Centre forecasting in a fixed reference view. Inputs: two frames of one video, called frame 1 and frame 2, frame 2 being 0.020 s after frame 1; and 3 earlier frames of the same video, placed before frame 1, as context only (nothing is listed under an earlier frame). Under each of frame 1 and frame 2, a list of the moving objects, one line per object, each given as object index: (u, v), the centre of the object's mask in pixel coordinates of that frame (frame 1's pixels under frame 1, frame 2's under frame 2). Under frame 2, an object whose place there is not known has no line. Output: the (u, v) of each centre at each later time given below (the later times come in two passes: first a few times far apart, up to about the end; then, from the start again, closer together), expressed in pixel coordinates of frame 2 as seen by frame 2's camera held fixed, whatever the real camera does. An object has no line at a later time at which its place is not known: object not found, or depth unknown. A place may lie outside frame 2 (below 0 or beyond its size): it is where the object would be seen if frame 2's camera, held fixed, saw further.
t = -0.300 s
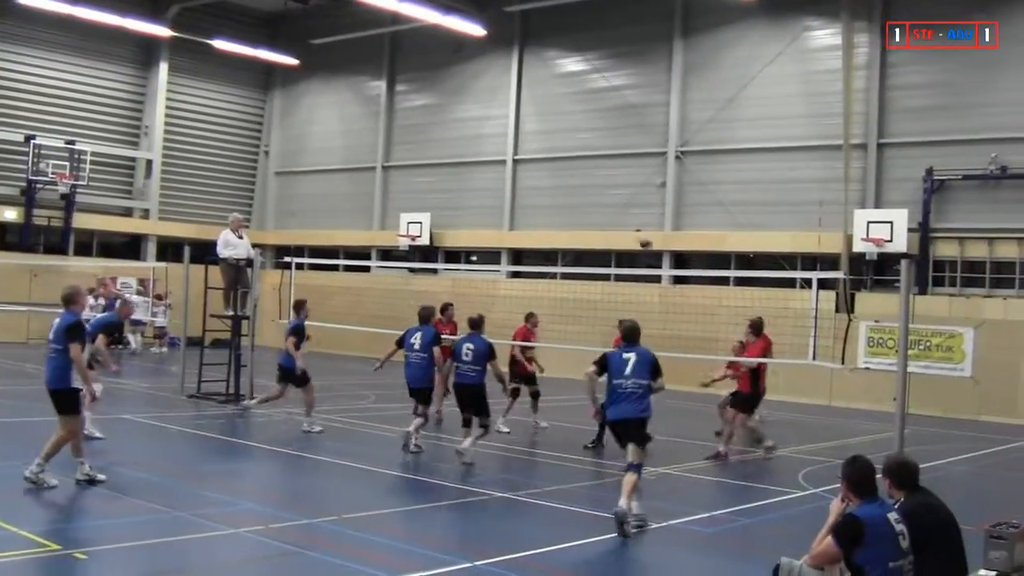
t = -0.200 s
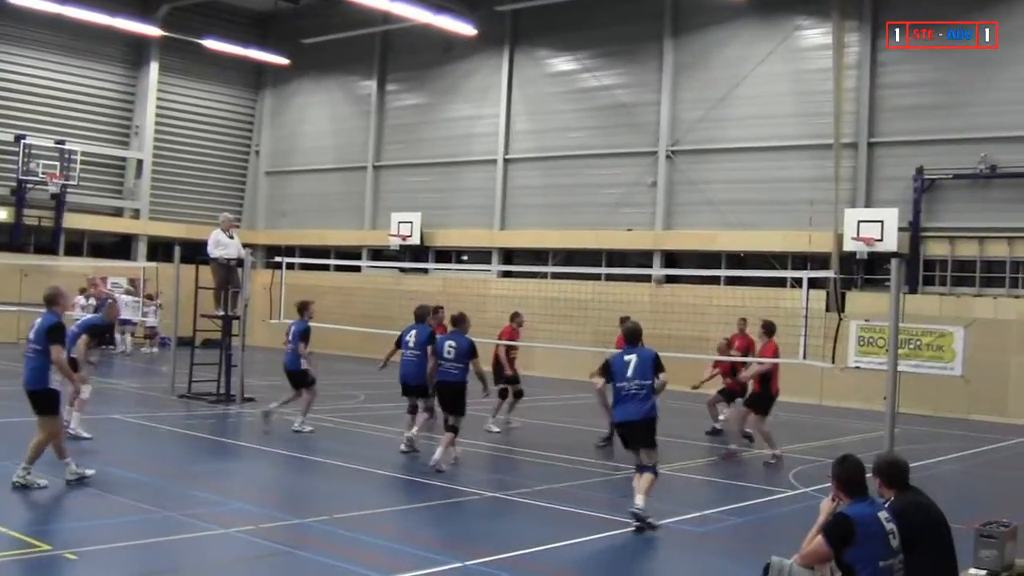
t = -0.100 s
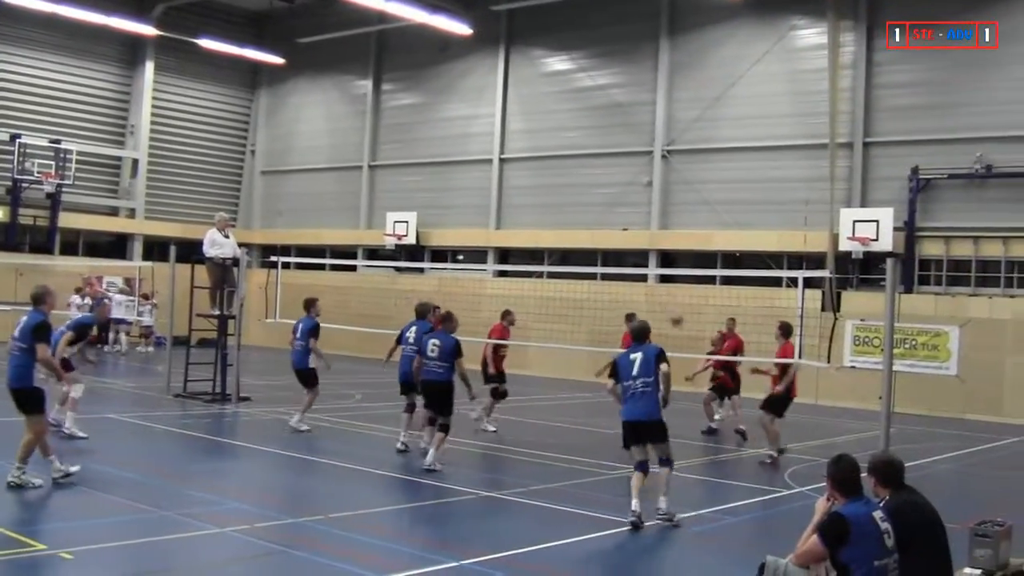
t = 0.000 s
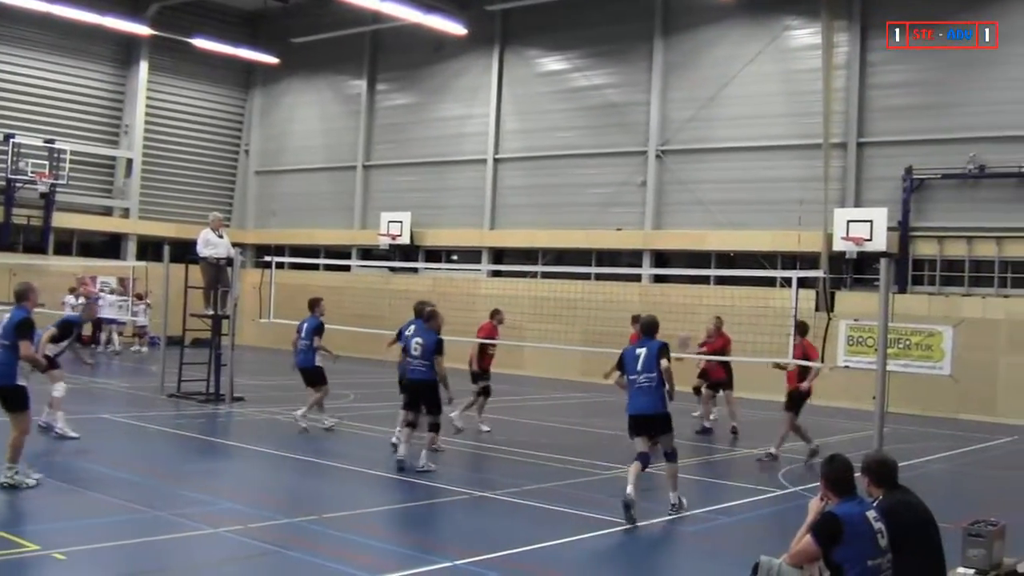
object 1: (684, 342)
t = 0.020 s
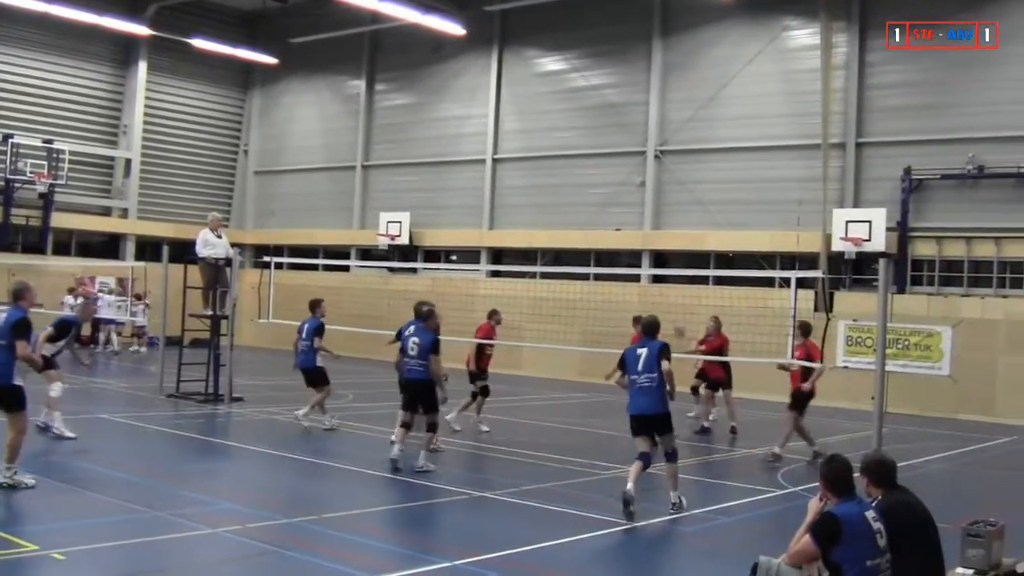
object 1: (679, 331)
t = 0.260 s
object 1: (653, 222)
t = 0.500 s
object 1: (628, 149)
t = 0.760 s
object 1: (603, 114)
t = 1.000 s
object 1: (576, 118)
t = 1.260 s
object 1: (546, 163)
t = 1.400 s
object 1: (529, 205)
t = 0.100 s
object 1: (671, 289)
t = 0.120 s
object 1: (669, 281)
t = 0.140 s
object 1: (666, 264)
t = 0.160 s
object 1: (664, 258)
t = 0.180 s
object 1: (663, 253)
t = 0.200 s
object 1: (660, 245)
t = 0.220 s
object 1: (658, 237)
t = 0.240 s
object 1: (655, 229)
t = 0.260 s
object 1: (653, 222)
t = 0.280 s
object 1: (651, 213)
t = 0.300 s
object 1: (649, 206)
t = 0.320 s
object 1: (647, 199)
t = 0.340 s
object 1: (645, 193)
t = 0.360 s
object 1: (643, 185)
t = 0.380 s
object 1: (641, 180)
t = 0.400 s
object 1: (639, 177)
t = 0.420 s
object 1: (637, 170)
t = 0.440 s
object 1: (635, 163)
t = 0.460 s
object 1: (634, 158)
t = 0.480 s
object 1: (632, 154)
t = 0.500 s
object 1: (628, 149)
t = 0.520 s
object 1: (627, 146)
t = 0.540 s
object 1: (624, 141)
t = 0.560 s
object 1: (623, 137)
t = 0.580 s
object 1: (621, 133)
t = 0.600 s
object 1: (619, 130)
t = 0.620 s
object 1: (617, 127)
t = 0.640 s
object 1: (615, 124)
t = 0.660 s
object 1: (613, 122)
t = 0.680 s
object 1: (612, 120)
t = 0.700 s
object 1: (610, 118)
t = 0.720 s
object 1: (607, 116)
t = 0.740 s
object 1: (605, 115)
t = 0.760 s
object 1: (603, 114)
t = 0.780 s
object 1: (600, 112)
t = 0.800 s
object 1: (598, 112)
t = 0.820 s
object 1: (596, 111)
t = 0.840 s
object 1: (594, 111)
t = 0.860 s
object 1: (592, 111)
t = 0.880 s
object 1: (590, 111)
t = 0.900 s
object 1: (587, 112)
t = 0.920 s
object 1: (585, 113)
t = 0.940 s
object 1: (583, 114)
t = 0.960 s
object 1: (581, 115)
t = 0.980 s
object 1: (578, 116)
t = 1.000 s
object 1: (576, 118)
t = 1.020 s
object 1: (574, 121)
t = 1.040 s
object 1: (571, 123)
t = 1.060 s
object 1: (569, 125)
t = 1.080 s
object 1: (567, 128)
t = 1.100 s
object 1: (563, 131)
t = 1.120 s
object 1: (562, 135)
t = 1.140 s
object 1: (560, 138)
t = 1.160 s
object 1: (557, 141)
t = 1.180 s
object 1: (555, 145)
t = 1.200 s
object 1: (553, 149)
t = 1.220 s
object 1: (550, 153)
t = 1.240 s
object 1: (549, 158)
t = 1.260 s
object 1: (546, 163)
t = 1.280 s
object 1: (543, 168)
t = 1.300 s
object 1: (542, 174)
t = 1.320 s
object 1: (538, 180)
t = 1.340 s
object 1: (536, 186)
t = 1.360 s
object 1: (534, 192)
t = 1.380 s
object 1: (532, 199)
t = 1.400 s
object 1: (529, 205)
